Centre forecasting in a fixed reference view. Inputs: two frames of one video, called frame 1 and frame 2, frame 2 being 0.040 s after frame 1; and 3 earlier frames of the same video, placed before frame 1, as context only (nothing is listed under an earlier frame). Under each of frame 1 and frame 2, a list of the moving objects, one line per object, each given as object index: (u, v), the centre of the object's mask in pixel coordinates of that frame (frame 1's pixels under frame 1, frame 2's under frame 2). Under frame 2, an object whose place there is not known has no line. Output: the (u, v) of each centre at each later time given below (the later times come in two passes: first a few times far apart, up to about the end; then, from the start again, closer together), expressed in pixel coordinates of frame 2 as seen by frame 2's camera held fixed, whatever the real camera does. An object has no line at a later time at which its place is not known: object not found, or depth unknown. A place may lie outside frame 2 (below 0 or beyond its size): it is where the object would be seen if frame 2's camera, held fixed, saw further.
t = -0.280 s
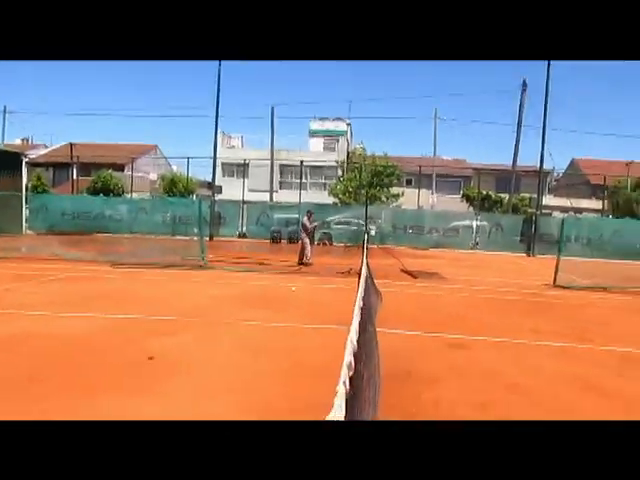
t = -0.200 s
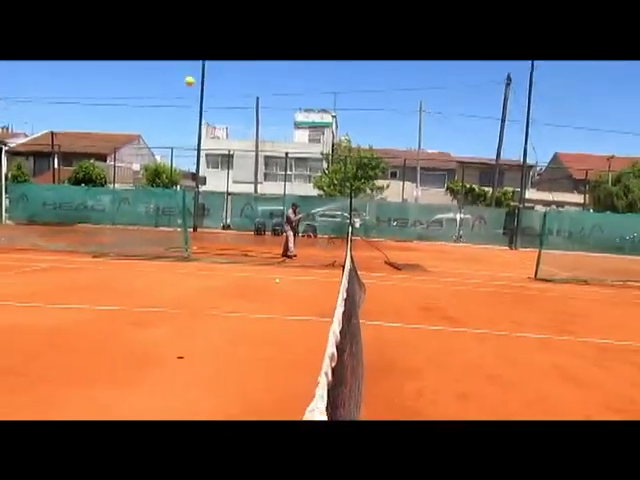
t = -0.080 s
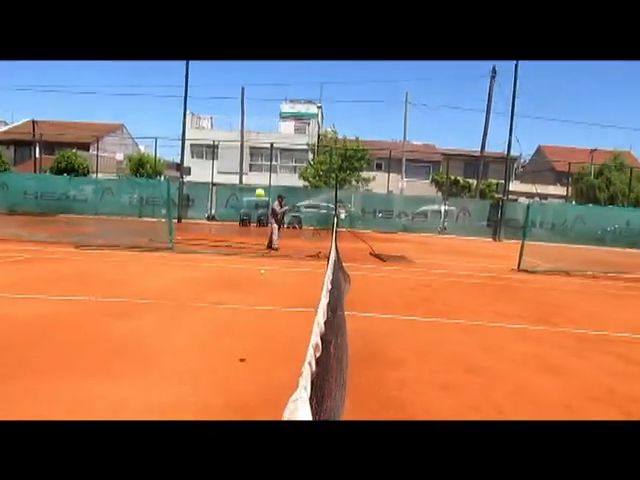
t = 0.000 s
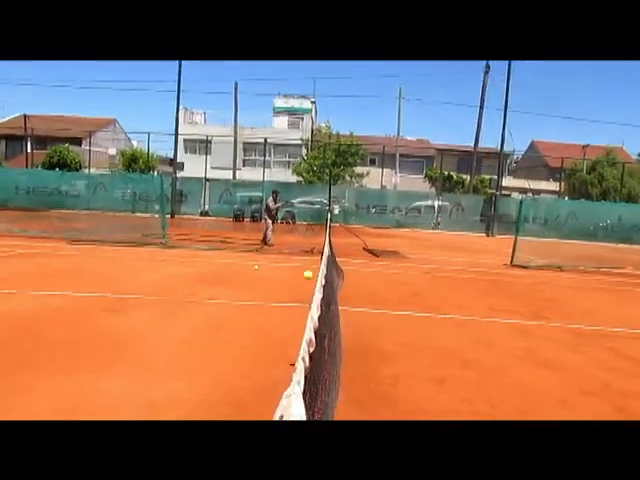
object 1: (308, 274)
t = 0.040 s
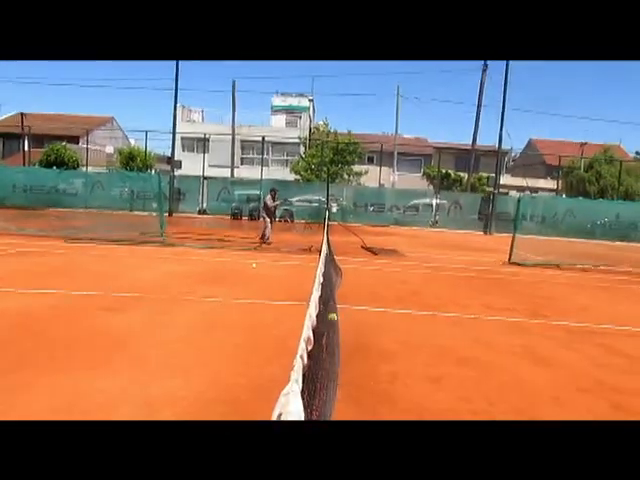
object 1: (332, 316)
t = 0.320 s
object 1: (300, 315)
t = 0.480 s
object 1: (269, 308)
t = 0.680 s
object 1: (232, 344)
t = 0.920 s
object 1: (179, 321)
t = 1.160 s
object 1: (126, 339)
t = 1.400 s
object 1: (79, 325)
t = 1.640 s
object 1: (33, 349)
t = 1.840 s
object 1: (-2, 328)
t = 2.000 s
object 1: (-29, 347)
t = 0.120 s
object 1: (336, 367)
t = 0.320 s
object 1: (300, 315)
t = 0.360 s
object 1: (292, 310)
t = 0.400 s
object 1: (285, 308)
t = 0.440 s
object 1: (277, 307)
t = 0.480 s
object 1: (269, 308)
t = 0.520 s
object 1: (262, 312)
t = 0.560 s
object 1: (254, 317)
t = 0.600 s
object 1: (247, 324)
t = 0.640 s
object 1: (240, 333)
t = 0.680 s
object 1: (232, 344)
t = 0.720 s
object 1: (225, 358)
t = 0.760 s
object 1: (216, 353)
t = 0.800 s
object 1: (207, 345)
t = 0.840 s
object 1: (198, 331)
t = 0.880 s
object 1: (189, 325)
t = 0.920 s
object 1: (179, 321)
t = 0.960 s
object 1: (171, 319)
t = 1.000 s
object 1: (161, 320)
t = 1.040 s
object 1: (152, 321)
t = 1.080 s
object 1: (144, 325)
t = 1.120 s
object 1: (135, 331)
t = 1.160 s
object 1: (126, 339)
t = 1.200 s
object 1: (118, 349)
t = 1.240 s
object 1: (110, 350)
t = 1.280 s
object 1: (102, 340)
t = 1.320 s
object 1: (94, 333)
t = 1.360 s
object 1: (86, 328)
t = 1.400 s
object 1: (79, 325)
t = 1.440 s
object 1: (71, 324)
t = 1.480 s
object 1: (64, 325)
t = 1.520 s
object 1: (56, 328)
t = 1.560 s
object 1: (48, 333)
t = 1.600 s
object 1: (41, 340)
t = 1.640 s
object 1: (33, 349)
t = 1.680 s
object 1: (26, 341)
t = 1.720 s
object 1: (19, 335)
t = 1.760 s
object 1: (11, 330)
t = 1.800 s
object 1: (5, 328)
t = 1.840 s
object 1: (-2, 328)
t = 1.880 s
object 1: (-9, 330)
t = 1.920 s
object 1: (-15, 334)
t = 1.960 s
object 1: (-22, 339)
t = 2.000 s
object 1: (-29, 347)
